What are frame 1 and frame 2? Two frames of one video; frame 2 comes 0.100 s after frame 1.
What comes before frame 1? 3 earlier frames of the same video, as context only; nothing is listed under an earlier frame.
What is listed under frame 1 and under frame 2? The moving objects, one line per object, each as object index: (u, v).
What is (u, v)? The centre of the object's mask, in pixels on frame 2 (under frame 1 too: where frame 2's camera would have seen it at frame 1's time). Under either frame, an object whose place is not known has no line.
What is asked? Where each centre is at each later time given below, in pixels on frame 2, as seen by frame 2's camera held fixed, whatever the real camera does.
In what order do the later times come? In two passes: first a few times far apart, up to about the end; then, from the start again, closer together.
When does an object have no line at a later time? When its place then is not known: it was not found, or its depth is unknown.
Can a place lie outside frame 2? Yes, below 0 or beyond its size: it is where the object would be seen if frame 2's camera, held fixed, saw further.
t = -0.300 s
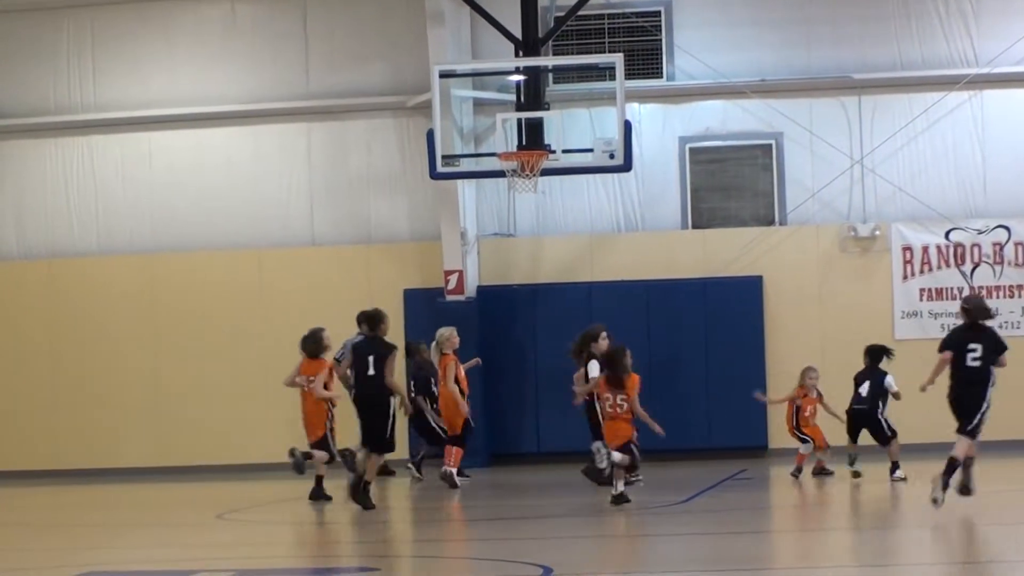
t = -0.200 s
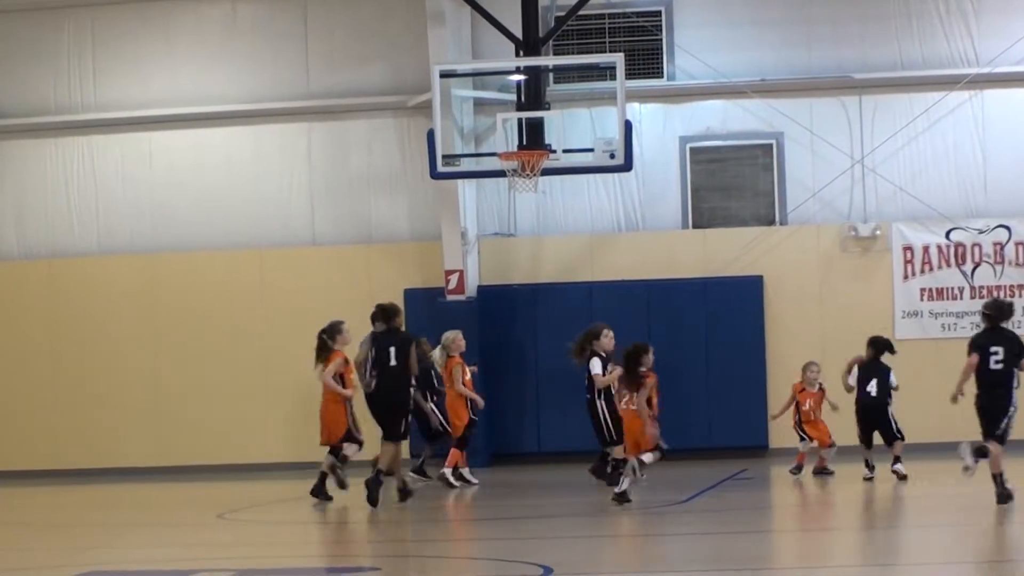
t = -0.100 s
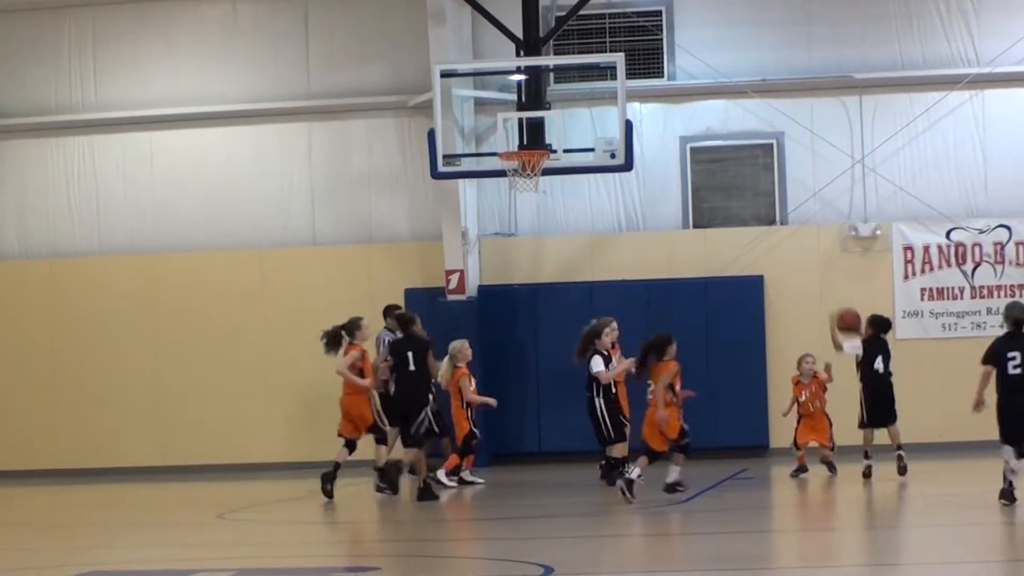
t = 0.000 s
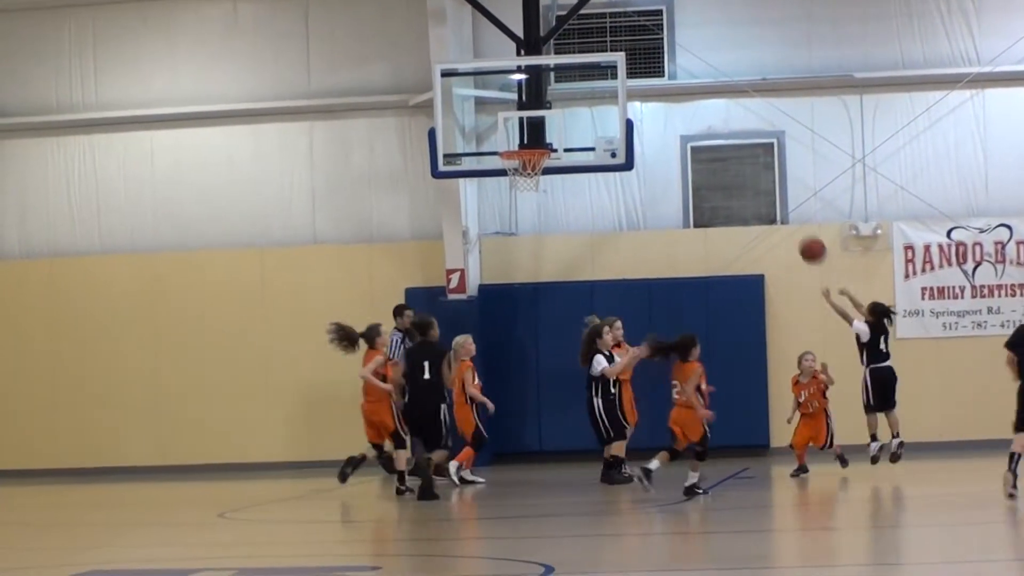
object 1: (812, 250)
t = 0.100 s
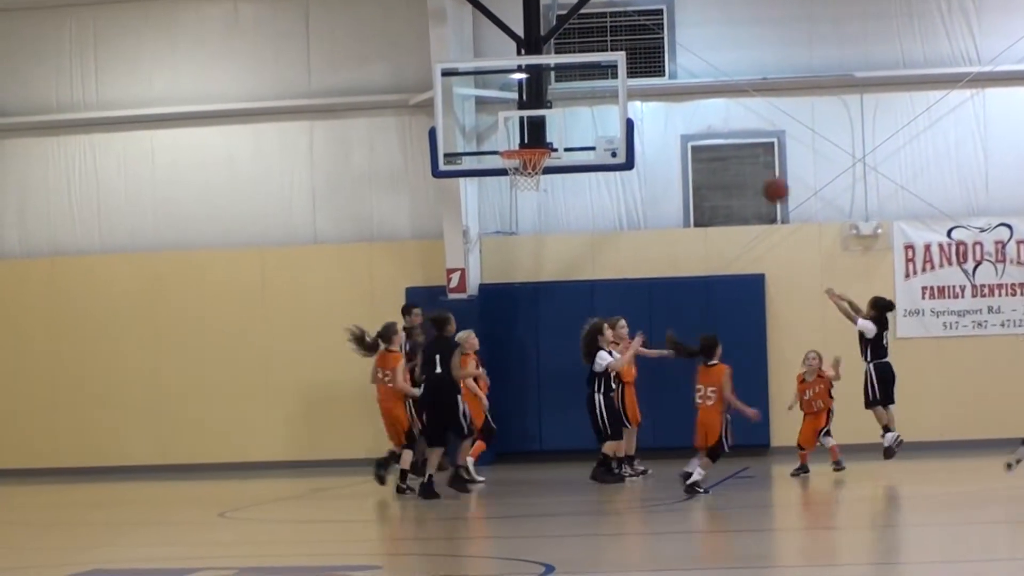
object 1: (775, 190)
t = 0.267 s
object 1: (716, 116)
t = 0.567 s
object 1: (619, 65)
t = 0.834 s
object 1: (539, 101)
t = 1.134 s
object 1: (519, 129)
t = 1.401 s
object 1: (532, 140)
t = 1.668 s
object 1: (510, 195)
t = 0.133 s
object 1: (763, 173)
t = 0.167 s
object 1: (750, 156)
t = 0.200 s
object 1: (739, 141)
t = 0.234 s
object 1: (728, 127)
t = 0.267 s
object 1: (716, 116)
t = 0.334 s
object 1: (694, 96)
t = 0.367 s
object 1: (683, 88)
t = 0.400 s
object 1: (672, 81)
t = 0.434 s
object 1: (661, 75)
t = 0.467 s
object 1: (651, 70)
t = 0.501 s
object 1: (640, 67)
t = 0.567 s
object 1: (619, 65)
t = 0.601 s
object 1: (608, 65)
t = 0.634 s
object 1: (598, 67)
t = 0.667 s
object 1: (589, 70)
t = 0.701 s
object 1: (578, 74)
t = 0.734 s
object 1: (569, 78)
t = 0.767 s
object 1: (559, 85)
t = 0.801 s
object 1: (548, 93)
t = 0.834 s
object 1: (539, 101)
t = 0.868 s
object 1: (531, 111)
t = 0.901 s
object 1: (521, 121)
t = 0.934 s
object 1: (512, 134)
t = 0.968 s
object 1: (505, 140)
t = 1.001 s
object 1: (508, 136)
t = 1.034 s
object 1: (511, 133)
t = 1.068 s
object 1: (513, 130)
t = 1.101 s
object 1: (516, 129)
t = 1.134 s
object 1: (519, 129)
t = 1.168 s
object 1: (522, 129)
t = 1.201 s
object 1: (525, 130)
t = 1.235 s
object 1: (526, 129)
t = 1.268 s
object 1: (527, 130)
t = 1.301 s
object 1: (528, 131)
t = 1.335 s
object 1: (530, 134)
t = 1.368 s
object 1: (531, 137)
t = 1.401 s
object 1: (532, 140)
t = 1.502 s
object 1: (524, 164)
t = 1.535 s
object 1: (519, 169)
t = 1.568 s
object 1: (519, 176)
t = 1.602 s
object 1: (515, 187)
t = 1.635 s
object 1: (513, 191)
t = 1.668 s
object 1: (510, 195)
